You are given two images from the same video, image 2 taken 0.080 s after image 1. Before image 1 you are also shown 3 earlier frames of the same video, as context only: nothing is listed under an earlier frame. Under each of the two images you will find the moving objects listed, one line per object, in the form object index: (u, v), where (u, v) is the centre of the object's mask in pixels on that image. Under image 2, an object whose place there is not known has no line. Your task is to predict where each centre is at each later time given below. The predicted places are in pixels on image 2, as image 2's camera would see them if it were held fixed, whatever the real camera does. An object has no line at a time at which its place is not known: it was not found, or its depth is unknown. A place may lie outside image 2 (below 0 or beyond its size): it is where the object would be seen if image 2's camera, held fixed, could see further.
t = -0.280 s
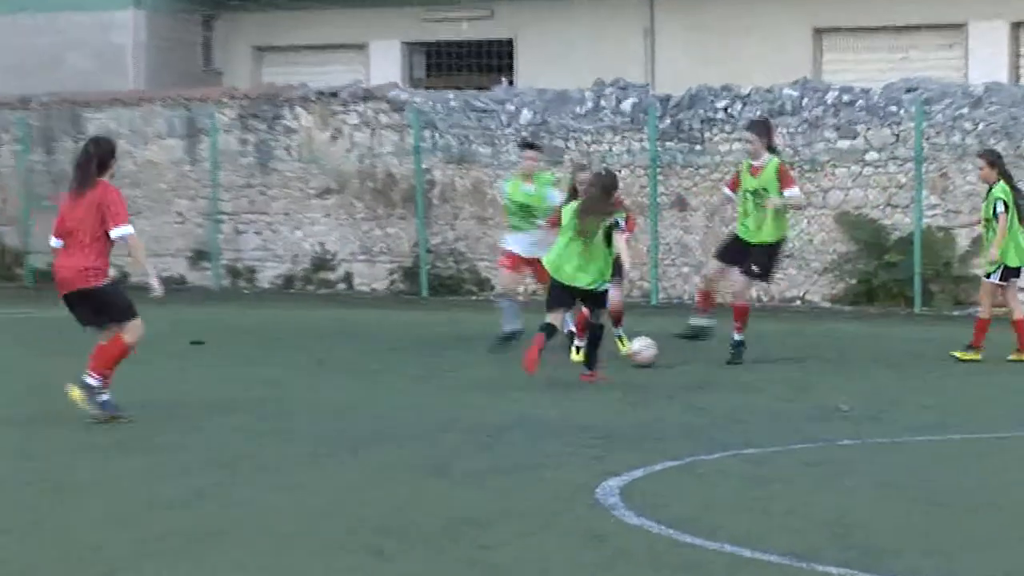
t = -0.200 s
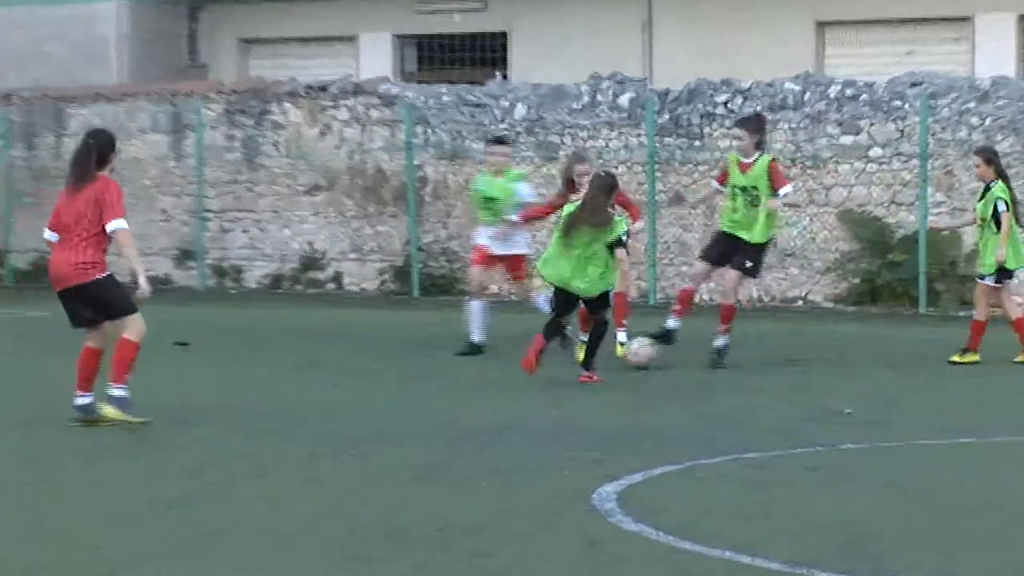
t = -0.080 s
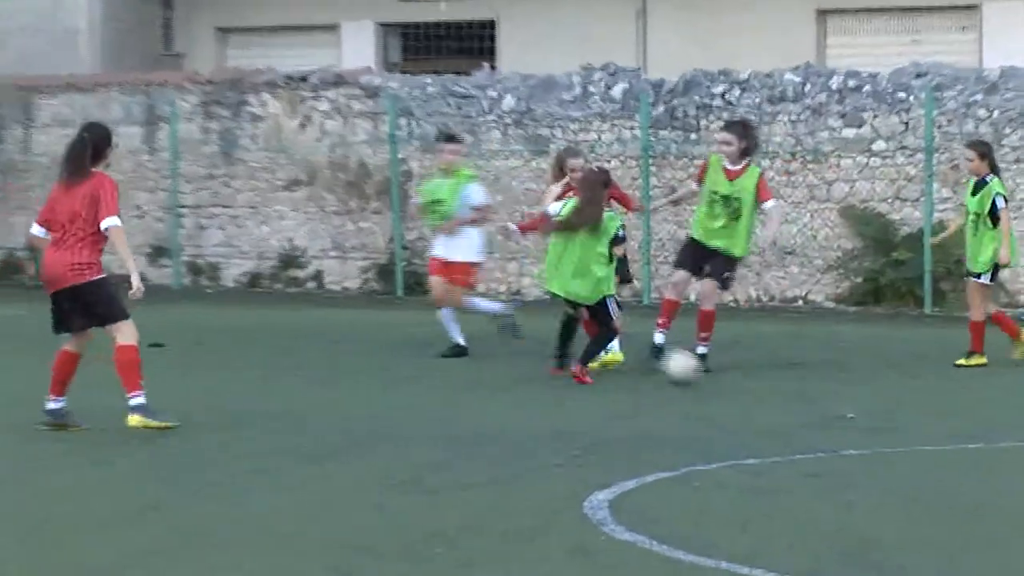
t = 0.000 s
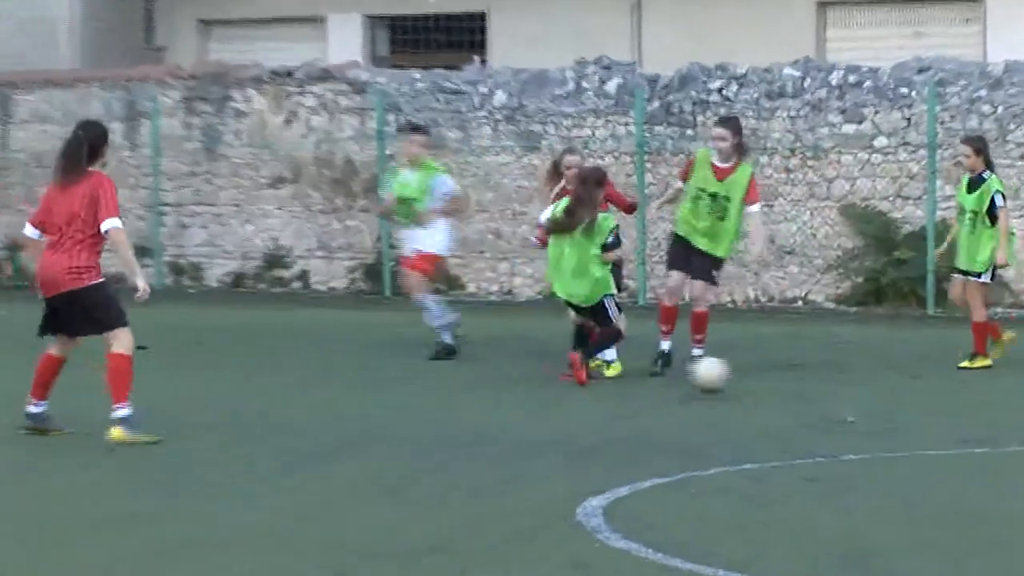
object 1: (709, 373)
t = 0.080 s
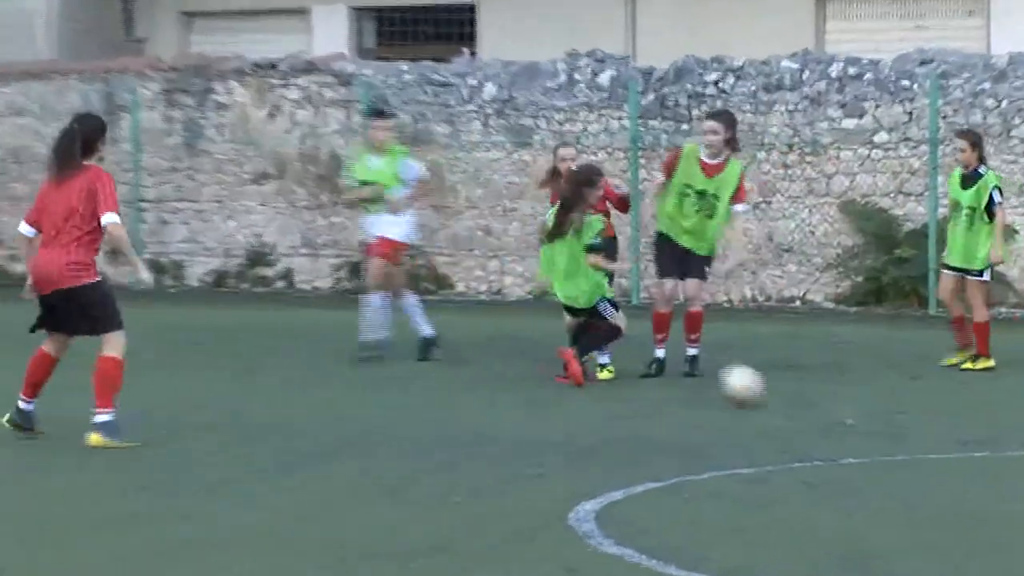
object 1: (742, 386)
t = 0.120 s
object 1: (762, 393)
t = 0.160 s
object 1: (780, 393)
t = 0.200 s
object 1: (798, 393)
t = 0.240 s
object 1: (820, 402)
